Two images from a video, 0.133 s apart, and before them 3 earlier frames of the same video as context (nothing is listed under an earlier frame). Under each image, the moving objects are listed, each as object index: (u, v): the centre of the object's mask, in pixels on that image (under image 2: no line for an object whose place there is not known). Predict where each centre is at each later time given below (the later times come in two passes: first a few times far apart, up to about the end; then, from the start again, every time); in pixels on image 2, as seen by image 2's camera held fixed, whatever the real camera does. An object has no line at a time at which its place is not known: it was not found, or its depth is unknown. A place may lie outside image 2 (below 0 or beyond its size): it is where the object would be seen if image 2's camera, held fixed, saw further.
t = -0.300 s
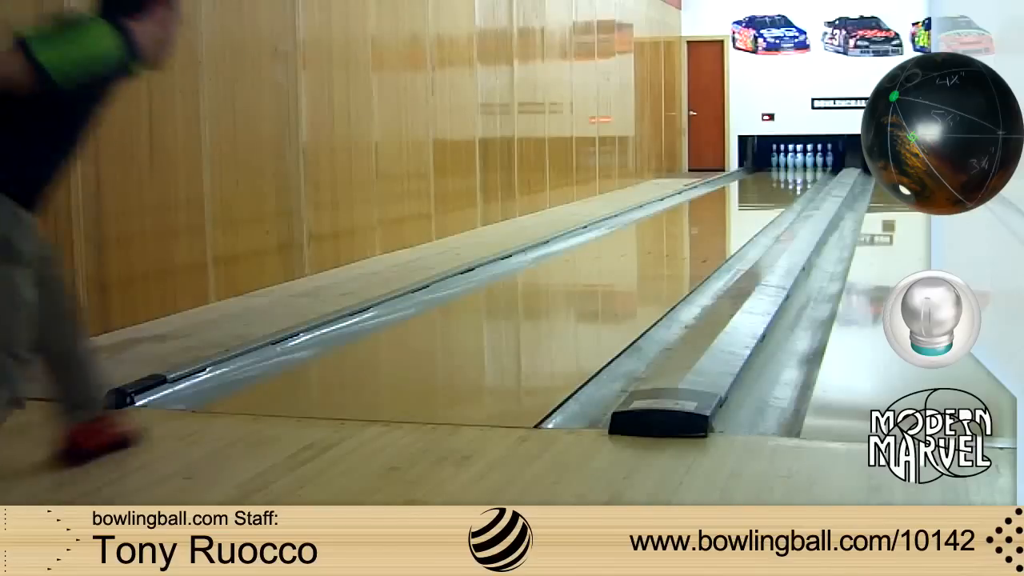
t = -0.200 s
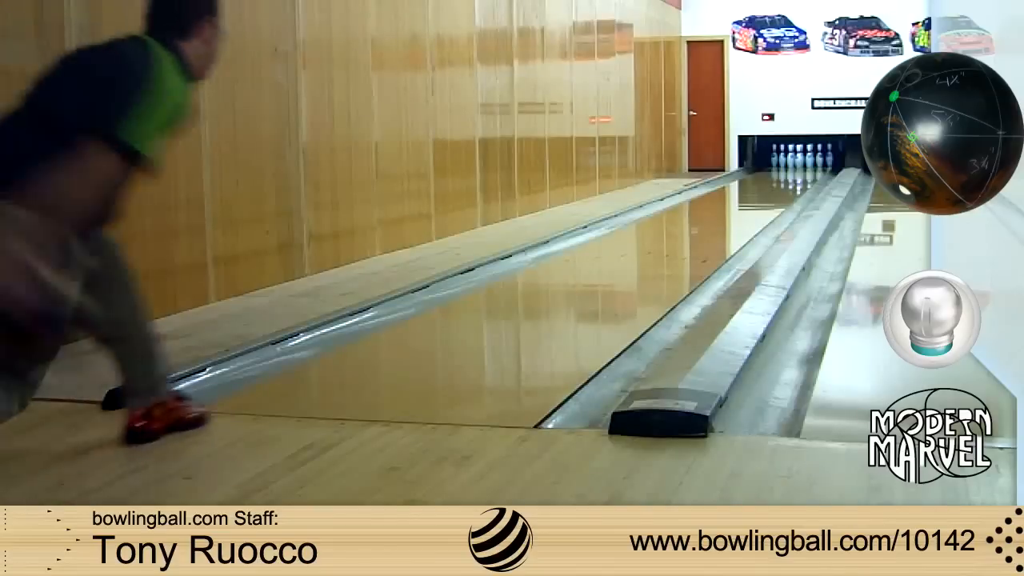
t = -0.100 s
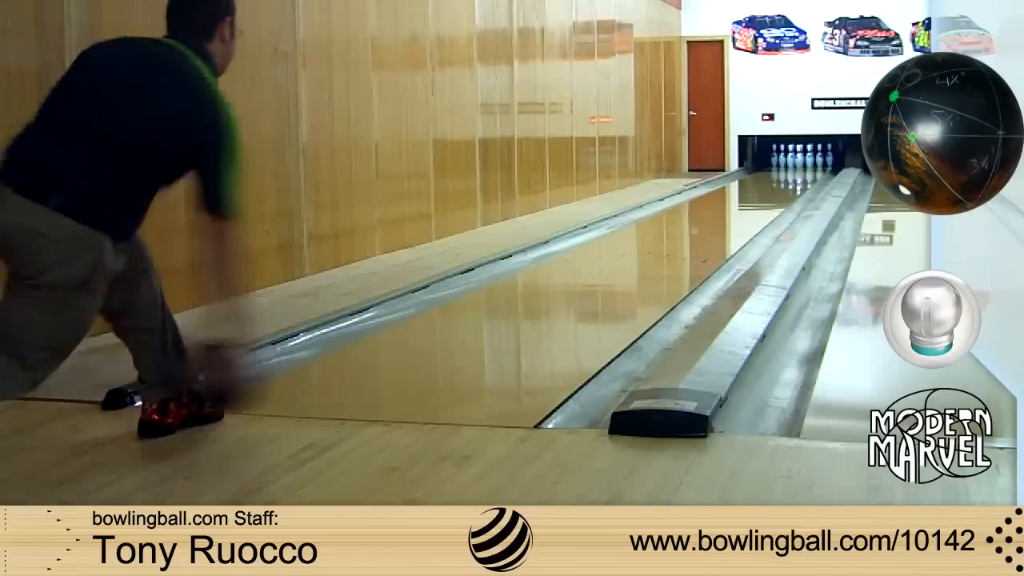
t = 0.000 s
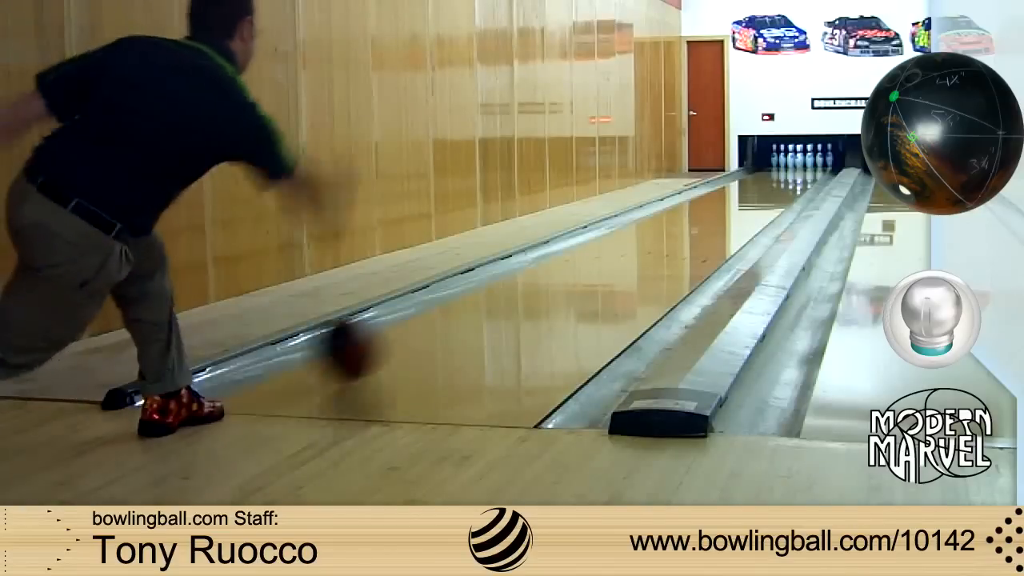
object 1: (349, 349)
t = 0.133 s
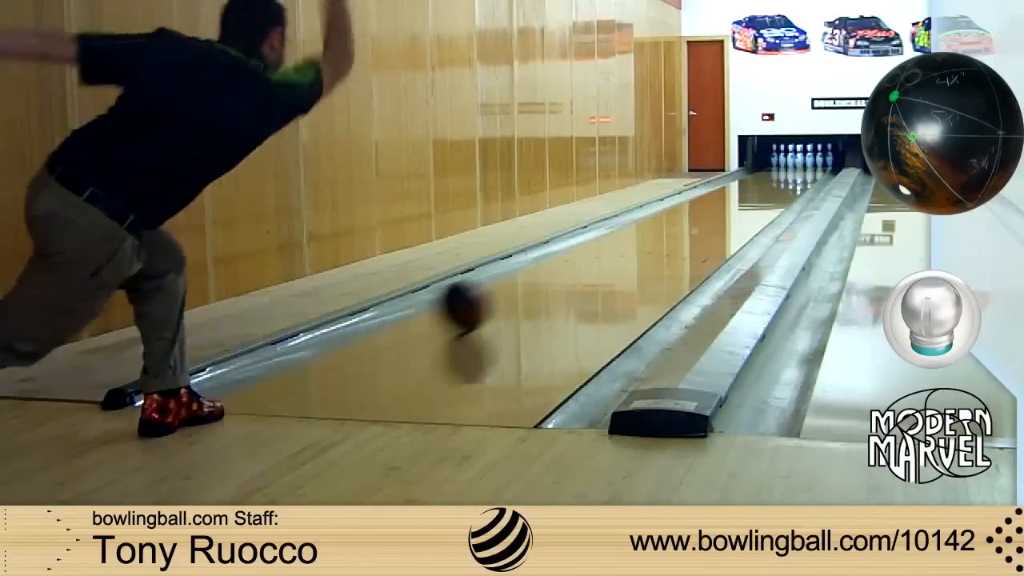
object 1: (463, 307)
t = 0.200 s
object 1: (506, 291)
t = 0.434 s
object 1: (612, 248)
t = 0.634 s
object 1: (670, 225)
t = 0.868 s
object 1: (715, 209)
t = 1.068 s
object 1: (744, 196)
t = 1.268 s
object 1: (767, 187)
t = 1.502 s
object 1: (784, 180)
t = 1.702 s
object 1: (796, 173)
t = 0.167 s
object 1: (485, 298)
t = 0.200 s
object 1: (506, 291)
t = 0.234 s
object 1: (525, 283)
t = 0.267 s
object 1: (543, 276)
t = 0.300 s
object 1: (559, 270)
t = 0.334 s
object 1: (574, 264)
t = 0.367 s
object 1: (587, 258)
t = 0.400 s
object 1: (600, 254)
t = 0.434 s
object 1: (612, 248)
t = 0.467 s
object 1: (624, 244)
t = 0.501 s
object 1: (634, 239)
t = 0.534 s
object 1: (644, 236)
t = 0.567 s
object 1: (653, 232)
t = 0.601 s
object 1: (662, 229)
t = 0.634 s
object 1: (670, 225)
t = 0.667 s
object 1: (678, 222)
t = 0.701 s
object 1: (685, 219)
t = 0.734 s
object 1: (692, 217)
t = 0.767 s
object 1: (698, 216)
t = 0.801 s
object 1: (704, 213)
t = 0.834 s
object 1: (710, 210)
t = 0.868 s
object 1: (715, 209)
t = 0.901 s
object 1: (721, 206)
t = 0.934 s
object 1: (726, 204)
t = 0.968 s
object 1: (731, 202)
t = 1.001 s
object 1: (735, 200)
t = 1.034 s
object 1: (740, 199)
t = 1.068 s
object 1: (744, 196)
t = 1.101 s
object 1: (747, 195)
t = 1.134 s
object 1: (751, 192)
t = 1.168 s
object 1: (755, 191)
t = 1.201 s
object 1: (759, 190)
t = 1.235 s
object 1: (762, 189)
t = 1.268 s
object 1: (767, 187)
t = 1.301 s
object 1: (769, 186)
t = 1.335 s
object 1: (771, 186)
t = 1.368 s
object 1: (774, 184)
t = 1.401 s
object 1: (777, 184)
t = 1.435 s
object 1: (779, 182)
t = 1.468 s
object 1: (782, 181)
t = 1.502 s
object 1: (784, 180)
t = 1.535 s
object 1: (786, 179)
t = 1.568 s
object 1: (789, 177)
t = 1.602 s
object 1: (790, 176)
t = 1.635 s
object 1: (792, 175)
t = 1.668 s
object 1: (794, 175)
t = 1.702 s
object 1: (796, 173)
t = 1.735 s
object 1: (797, 173)
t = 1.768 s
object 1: (799, 173)
